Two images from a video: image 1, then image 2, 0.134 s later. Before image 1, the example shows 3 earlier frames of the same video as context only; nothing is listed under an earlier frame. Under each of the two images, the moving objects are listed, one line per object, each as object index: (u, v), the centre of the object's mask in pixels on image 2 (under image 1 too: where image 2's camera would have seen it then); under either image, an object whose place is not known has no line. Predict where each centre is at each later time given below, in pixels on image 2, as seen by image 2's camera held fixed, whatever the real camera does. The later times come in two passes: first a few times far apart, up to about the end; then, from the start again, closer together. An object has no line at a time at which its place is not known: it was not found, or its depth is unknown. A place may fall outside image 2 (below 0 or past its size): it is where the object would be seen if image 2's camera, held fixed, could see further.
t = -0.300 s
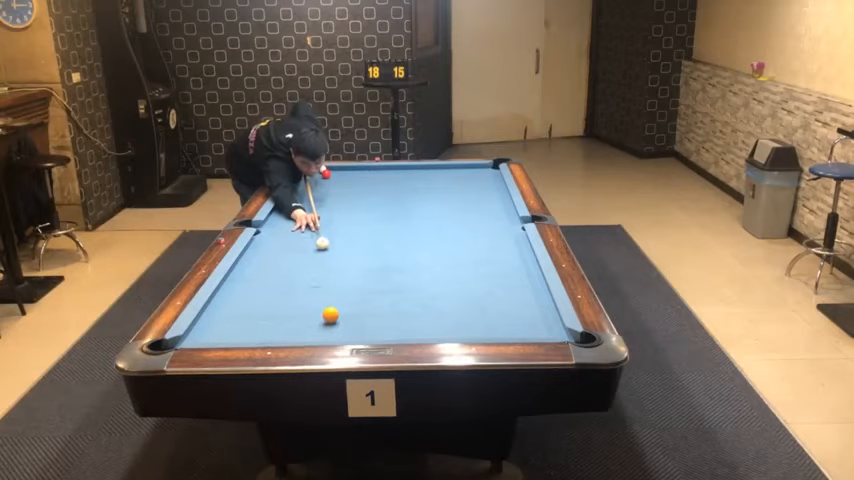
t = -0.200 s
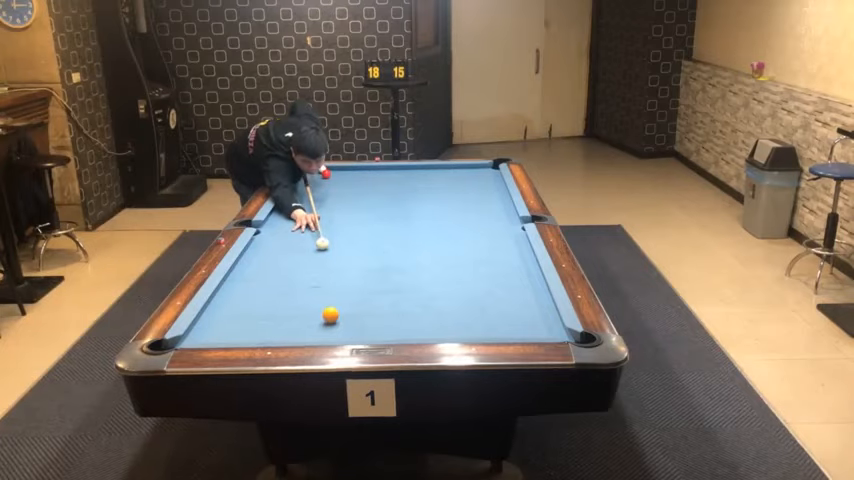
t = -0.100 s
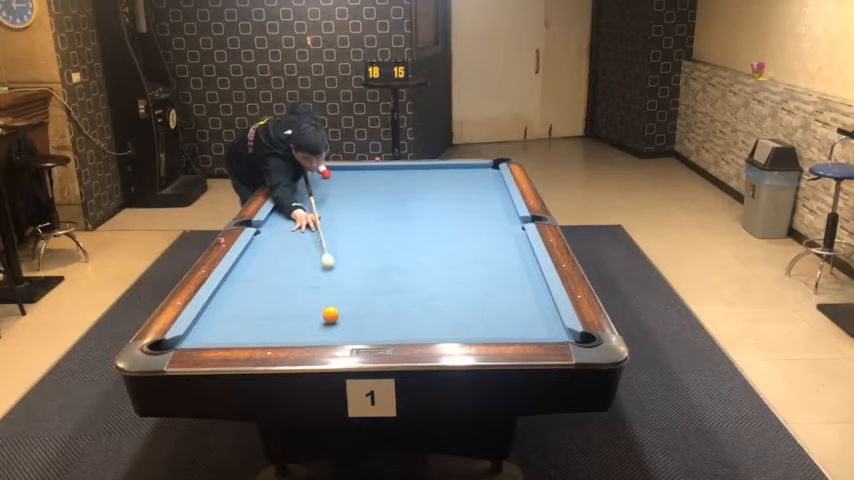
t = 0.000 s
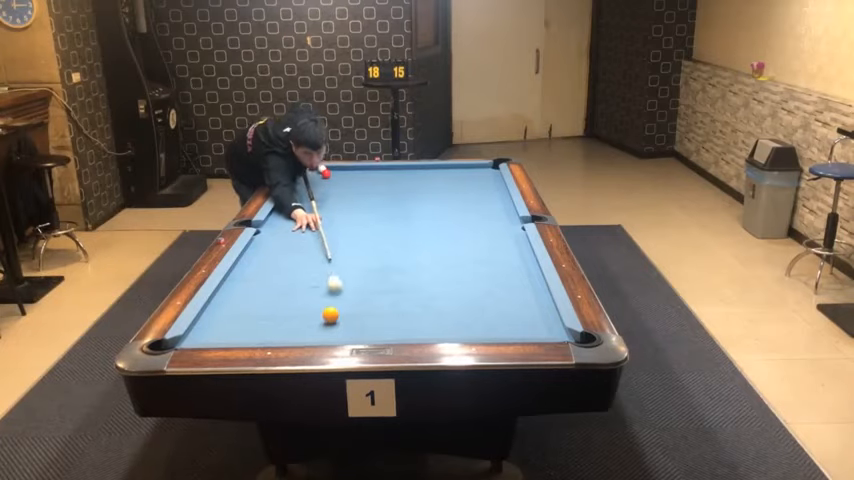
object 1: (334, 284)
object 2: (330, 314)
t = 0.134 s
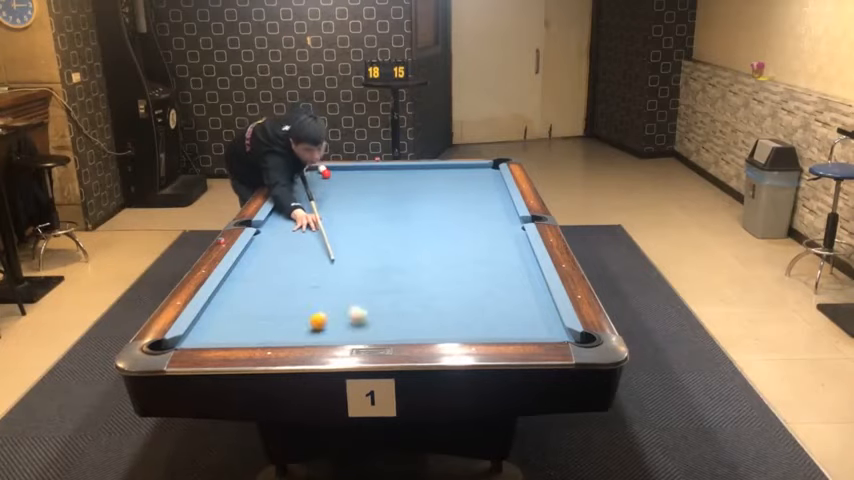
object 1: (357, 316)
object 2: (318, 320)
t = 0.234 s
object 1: (395, 330)
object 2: (290, 333)
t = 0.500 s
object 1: (466, 312)
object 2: (269, 327)
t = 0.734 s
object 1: (516, 291)
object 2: (259, 315)
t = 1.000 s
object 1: (517, 270)
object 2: (248, 303)
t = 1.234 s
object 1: (487, 255)
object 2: (239, 294)
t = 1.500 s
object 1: (458, 241)
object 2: (231, 284)
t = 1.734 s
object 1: (436, 229)
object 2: (233, 278)
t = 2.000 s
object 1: (413, 218)
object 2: (245, 271)
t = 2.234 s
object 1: (396, 209)
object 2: (254, 267)
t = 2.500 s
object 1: (378, 200)
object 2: (264, 262)
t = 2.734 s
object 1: (364, 192)
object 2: (271, 258)
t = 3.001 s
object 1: (349, 185)
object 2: (279, 254)
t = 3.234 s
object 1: (338, 179)
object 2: (285, 252)
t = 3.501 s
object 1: (331, 175)
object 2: (290, 249)
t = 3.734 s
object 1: (329, 174)
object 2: (295, 247)
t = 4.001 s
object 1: (328, 173)
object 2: (299, 246)
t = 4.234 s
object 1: (327, 172)
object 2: (302, 244)
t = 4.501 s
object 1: (326, 171)
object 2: (304, 243)
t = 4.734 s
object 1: (326, 171)
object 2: (305, 243)
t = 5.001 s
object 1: (326, 171)
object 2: (306, 242)
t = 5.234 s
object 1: (326, 171)
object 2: (307, 242)
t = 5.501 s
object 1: (326, 171)
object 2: (307, 242)
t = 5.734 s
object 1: (326, 171)
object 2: (307, 242)
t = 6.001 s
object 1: (326, 171)
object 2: (307, 242)
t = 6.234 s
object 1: (326, 171)
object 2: (306, 242)
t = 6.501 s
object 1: (326, 171)
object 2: (307, 242)
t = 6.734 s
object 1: (326, 171)
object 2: (306, 242)
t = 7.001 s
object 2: (306, 242)
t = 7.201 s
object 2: (307, 242)
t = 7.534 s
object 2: (306, 242)
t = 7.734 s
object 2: (306, 242)
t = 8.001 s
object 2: (306, 242)
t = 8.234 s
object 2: (306, 242)
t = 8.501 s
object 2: (306, 242)
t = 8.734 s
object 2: (306, 242)
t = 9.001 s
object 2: (306, 242)
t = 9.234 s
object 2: (306, 242)
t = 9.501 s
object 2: (307, 242)
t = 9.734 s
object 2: (307, 242)
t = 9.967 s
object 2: (307, 242)
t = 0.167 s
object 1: (370, 321)
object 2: (308, 325)
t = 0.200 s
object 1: (383, 327)
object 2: (299, 329)
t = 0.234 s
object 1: (395, 330)
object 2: (290, 333)
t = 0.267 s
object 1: (407, 332)
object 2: (282, 336)
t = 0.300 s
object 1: (417, 330)
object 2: (280, 335)
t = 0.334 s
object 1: (425, 328)
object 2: (278, 334)
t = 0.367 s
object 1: (434, 325)
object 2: (276, 333)
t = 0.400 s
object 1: (442, 322)
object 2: (274, 331)
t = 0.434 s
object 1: (450, 318)
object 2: (272, 331)
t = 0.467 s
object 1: (458, 315)
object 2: (271, 328)
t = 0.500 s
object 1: (466, 312)
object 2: (269, 327)
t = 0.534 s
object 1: (474, 308)
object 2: (267, 325)
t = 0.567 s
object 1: (481, 305)
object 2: (266, 324)
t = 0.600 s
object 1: (489, 302)
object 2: (265, 322)
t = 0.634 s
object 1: (495, 300)
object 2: (263, 320)
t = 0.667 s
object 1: (503, 296)
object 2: (262, 318)
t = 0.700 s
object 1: (510, 294)
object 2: (260, 316)
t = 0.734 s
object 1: (516, 291)
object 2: (259, 315)
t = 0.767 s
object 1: (523, 288)
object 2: (258, 313)
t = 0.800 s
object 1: (530, 285)
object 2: (256, 312)
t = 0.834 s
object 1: (536, 283)
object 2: (255, 311)
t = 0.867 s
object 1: (536, 280)
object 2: (253, 309)
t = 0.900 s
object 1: (531, 278)
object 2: (252, 307)
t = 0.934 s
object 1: (526, 275)
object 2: (250, 306)
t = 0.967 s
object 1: (521, 272)
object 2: (249, 305)
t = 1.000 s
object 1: (517, 270)
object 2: (248, 303)
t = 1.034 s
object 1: (513, 268)
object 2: (246, 302)
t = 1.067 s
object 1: (508, 266)
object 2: (245, 300)
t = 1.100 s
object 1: (503, 264)
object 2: (244, 299)
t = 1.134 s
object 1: (499, 262)
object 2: (243, 298)
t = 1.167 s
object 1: (495, 259)
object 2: (241, 297)
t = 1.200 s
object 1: (491, 257)
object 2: (240, 295)
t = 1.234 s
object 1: (487, 255)
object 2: (239, 294)
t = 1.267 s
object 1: (484, 254)
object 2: (238, 293)
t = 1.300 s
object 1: (480, 252)
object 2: (237, 292)
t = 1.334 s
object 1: (476, 250)
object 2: (236, 291)
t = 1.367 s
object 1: (472, 248)
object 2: (235, 289)
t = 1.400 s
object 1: (468, 246)
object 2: (234, 288)
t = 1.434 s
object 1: (465, 244)
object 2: (233, 287)
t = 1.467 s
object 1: (461, 243)
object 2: (231, 286)
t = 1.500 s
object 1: (458, 241)
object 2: (231, 284)
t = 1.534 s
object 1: (455, 239)
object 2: (230, 284)
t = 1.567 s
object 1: (451, 237)
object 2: (229, 282)
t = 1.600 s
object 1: (448, 235)
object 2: (228, 281)
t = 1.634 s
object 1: (445, 234)
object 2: (229, 281)
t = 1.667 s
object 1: (442, 232)
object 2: (231, 280)
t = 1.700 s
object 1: (439, 231)
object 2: (232, 279)
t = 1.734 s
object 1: (436, 229)
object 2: (233, 278)
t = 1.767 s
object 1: (433, 228)
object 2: (235, 277)
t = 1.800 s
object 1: (430, 227)
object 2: (237, 276)
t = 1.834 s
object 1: (427, 225)
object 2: (238, 276)
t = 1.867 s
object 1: (424, 224)
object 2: (239, 275)
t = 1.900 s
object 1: (421, 222)
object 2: (241, 274)
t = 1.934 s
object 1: (419, 221)
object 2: (242, 273)
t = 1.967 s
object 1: (416, 219)
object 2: (244, 272)
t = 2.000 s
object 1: (413, 218)
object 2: (245, 271)
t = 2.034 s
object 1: (411, 216)
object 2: (247, 271)
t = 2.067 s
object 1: (408, 215)
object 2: (248, 270)
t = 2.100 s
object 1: (405, 214)
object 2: (249, 269)
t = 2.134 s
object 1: (403, 213)
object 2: (250, 269)
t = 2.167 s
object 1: (401, 211)
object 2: (252, 268)
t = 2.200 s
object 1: (398, 210)
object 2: (253, 267)
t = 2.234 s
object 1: (396, 209)
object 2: (254, 267)
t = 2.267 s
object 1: (394, 208)
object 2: (255, 266)
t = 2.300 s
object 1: (391, 206)
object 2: (257, 266)
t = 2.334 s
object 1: (389, 205)
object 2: (258, 265)
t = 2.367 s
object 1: (387, 204)
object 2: (259, 264)
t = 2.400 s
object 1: (384, 203)
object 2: (260, 264)
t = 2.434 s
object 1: (382, 202)
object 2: (261, 263)
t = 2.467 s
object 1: (380, 200)
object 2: (262, 263)
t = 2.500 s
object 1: (378, 200)
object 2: (264, 262)
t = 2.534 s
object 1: (376, 198)
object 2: (265, 262)
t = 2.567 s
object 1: (374, 197)
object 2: (266, 261)
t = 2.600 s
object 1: (372, 197)
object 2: (267, 260)
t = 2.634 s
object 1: (370, 196)
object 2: (268, 260)
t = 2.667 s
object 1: (368, 194)
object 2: (269, 259)
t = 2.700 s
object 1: (366, 193)
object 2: (270, 259)
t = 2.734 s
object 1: (364, 192)
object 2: (271, 258)
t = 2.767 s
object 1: (362, 191)
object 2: (272, 258)
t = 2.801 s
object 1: (360, 190)
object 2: (273, 257)
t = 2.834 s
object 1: (358, 189)
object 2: (274, 257)
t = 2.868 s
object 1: (357, 188)
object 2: (275, 256)
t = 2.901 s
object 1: (355, 187)
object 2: (276, 256)
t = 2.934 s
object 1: (353, 186)
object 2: (277, 255)
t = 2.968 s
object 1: (351, 186)
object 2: (277, 255)
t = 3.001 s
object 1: (349, 185)
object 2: (279, 254)
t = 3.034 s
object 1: (347, 184)
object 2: (280, 254)
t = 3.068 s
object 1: (346, 183)
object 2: (280, 254)
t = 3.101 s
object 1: (344, 182)
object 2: (281, 253)
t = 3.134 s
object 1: (342, 182)
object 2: (282, 253)
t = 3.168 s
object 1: (341, 181)
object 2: (283, 253)
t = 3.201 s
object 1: (339, 180)
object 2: (284, 252)
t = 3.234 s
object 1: (338, 179)
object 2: (285, 252)
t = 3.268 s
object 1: (336, 178)
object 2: (285, 252)
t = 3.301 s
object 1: (335, 178)
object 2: (286, 251)
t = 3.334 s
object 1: (333, 177)
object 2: (287, 251)
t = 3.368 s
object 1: (332, 176)
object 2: (288, 251)
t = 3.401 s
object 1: (331, 176)
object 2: (288, 250)
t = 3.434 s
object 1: (331, 176)
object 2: (289, 250)
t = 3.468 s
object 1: (331, 176)
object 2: (290, 250)
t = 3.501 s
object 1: (331, 175)
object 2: (290, 249)
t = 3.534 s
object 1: (330, 175)
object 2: (292, 249)
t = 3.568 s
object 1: (330, 175)
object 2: (293, 249)
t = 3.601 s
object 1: (329, 175)
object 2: (293, 249)
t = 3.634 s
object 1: (329, 174)
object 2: (294, 248)
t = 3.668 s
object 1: (329, 174)
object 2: (294, 248)
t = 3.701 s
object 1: (329, 174)
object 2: (295, 247)
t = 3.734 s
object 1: (329, 174)
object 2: (295, 247)
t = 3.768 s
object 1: (329, 174)
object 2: (296, 247)
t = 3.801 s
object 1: (329, 174)
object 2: (296, 247)
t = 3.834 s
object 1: (329, 174)
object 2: (297, 247)
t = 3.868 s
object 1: (329, 173)
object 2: (297, 246)
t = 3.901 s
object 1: (328, 173)
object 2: (298, 246)
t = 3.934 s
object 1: (328, 173)
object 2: (298, 246)
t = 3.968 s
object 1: (328, 173)
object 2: (298, 246)
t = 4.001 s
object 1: (328, 173)
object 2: (299, 246)
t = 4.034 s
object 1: (328, 173)
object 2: (300, 245)
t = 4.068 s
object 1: (327, 172)
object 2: (300, 245)
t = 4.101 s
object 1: (327, 172)
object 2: (300, 245)
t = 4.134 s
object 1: (327, 172)
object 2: (301, 245)
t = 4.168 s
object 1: (327, 172)
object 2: (301, 245)
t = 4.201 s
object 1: (327, 172)
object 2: (302, 244)
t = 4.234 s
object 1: (327, 172)
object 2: (302, 244)
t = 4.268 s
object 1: (327, 172)
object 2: (302, 244)
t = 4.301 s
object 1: (327, 172)
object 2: (302, 244)
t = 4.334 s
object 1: (326, 171)
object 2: (303, 244)
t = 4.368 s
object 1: (326, 171)
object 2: (303, 244)
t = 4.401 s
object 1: (326, 171)
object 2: (303, 244)
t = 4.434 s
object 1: (326, 171)
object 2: (303, 244)
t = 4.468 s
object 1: (326, 171)
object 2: (304, 243)
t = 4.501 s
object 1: (326, 171)
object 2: (304, 243)
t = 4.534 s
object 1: (326, 171)
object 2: (304, 243)
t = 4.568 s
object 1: (326, 171)
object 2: (304, 243)
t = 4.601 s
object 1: (326, 171)
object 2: (305, 243)
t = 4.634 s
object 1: (326, 171)
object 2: (305, 243)
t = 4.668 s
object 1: (326, 171)
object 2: (305, 243)
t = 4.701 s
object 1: (326, 171)
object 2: (305, 243)
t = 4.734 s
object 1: (326, 171)
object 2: (305, 243)
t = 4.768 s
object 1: (326, 171)
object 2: (306, 243)
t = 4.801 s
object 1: (326, 171)
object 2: (306, 243)
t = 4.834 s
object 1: (326, 171)
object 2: (306, 242)
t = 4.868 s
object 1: (326, 171)
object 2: (306, 242)
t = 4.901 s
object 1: (326, 171)
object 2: (306, 242)
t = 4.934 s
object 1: (326, 171)
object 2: (306, 242)
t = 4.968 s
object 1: (326, 171)
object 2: (306, 242)
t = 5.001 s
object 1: (326, 171)
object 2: (306, 242)
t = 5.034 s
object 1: (326, 171)
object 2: (306, 242)
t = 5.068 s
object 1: (326, 171)
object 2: (306, 242)
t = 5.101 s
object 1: (326, 171)
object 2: (306, 242)
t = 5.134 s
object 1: (326, 171)
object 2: (306, 242)
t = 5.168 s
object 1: (326, 171)
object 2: (306, 242)
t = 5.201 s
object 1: (326, 171)
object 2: (307, 242)
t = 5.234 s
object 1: (326, 171)
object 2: (307, 242)
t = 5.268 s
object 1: (326, 171)
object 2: (307, 242)
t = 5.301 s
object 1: (326, 171)
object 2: (307, 242)
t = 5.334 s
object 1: (326, 171)
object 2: (307, 242)
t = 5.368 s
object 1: (326, 171)
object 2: (307, 242)
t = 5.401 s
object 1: (326, 171)
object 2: (307, 242)
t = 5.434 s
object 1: (326, 171)
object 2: (307, 242)
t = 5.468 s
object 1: (326, 171)
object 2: (307, 242)
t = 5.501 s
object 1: (326, 171)
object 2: (307, 242)
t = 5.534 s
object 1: (326, 171)
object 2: (307, 242)
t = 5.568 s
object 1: (326, 171)
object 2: (307, 242)
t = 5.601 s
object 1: (326, 171)
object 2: (307, 242)
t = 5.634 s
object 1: (326, 171)
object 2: (307, 242)
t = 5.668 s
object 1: (326, 171)
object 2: (307, 242)
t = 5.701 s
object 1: (326, 171)
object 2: (307, 242)
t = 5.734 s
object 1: (326, 171)
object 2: (307, 242)
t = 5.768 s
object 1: (326, 171)
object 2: (307, 242)
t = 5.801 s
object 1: (326, 171)
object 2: (306, 242)
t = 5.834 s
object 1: (326, 171)
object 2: (306, 242)
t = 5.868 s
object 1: (326, 171)
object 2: (306, 242)
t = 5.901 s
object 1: (326, 171)
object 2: (306, 242)
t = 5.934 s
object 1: (326, 171)
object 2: (307, 242)
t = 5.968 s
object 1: (326, 171)
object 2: (307, 242)
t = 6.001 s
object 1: (326, 171)
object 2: (307, 242)
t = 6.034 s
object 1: (326, 171)
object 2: (307, 242)
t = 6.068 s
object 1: (326, 171)
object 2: (307, 242)
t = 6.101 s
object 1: (326, 171)
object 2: (307, 242)
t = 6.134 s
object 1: (326, 171)
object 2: (307, 242)
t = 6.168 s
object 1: (326, 171)
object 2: (306, 242)
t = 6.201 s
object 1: (326, 171)
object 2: (306, 242)
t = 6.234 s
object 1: (326, 171)
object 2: (306, 242)
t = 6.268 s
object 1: (326, 171)
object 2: (306, 242)
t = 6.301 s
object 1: (326, 171)
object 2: (307, 242)
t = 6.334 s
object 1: (326, 171)
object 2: (306, 242)
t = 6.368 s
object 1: (326, 171)
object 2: (307, 242)
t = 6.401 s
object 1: (326, 171)
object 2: (307, 242)
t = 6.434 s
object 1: (326, 171)
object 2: (307, 242)
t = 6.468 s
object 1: (326, 171)
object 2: (306, 242)
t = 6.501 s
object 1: (326, 171)
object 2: (307, 242)
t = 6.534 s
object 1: (326, 171)
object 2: (306, 242)
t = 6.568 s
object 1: (326, 171)
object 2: (306, 242)
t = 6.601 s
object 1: (326, 171)
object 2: (306, 242)
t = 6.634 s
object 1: (326, 171)
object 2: (306, 242)
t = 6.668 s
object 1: (326, 171)
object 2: (306, 242)
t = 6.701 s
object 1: (326, 171)
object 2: (306, 242)
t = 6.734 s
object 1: (326, 171)
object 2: (306, 242)
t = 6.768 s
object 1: (326, 171)
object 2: (306, 242)
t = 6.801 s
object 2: (306, 242)
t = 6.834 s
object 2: (306, 242)
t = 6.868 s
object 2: (306, 242)
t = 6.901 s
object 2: (306, 242)
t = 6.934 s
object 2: (306, 242)
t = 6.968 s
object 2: (306, 242)
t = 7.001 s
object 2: (306, 242)
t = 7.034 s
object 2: (306, 242)
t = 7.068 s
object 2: (306, 242)
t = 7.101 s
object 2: (307, 242)
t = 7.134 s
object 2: (307, 242)
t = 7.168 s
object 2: (306, 242)
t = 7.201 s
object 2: (307, 242)
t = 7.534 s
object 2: (306, 242)
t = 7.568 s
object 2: (306, 242)
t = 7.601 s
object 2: (306, 242)
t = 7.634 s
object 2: (306, 242)
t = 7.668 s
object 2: (306, 242)
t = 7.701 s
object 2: (306, 242)
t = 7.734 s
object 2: (306, 242)
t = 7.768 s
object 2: (306, 242)
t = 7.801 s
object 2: (306, 242)
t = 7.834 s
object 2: (306, 242)
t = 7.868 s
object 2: (306, 242)
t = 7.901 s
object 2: (306, 242)
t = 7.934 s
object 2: (306, 242)
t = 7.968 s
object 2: (306, 242)
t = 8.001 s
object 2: (306, 242)
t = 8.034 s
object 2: (306, 242)
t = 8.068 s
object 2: (306, 242)
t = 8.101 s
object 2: (306, 242)
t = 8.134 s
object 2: (306, 242)
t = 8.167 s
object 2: (306, 242)
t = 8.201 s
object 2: (306, 242)
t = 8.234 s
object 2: (306, 242)
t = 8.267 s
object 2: (306, 242)
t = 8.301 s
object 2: (306, 242)
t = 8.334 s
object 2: (306, 242)
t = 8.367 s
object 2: (306, 242)
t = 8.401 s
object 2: (306, 242)
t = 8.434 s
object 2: (306, 242)
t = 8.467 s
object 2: (306, 242)
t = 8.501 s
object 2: (306, 242)
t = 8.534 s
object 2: (306, 242)
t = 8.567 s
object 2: (306, 242)
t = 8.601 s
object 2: (306, 242)
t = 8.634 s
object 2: (306, 242)
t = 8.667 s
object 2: (306, 242)
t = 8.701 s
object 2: (306, 242)
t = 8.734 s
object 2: (306, 242)
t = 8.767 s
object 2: (306, 242)
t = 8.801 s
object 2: (306, 242)
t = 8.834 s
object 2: (306, 242)
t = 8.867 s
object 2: (306, 242)
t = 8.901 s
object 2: (306, 242)
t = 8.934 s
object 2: (306, 242)
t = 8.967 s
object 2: (306, 242)
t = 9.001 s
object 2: (306, 242)
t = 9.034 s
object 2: (307, 242)
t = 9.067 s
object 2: (306, 242)
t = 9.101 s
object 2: (306, 242)
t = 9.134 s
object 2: (306, 242)
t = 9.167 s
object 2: (306, 242)
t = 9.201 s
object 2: (306, 242)
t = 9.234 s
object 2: (306, 242)
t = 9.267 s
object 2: (306, 242)
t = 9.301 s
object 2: (306, 242)
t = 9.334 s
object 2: (306, 242)
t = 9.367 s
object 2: (306, 242)
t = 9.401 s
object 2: (306, 242)
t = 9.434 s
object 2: (306, 242)
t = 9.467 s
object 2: (306, 242)
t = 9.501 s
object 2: (307, 242)
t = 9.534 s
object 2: (307, 242)
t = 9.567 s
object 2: (307, 242)
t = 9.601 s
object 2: (307, 242)
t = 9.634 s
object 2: (307, 242)
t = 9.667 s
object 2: (307, 242)
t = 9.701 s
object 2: (307, 242)
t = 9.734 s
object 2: (307, 242)
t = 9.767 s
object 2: (307, 242)
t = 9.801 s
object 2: (307, 242)
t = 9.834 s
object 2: (307, 242)
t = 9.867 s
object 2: (307, 242)
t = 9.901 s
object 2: (307, 242)
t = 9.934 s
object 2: (307, 242)
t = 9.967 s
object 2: (307, 242)
